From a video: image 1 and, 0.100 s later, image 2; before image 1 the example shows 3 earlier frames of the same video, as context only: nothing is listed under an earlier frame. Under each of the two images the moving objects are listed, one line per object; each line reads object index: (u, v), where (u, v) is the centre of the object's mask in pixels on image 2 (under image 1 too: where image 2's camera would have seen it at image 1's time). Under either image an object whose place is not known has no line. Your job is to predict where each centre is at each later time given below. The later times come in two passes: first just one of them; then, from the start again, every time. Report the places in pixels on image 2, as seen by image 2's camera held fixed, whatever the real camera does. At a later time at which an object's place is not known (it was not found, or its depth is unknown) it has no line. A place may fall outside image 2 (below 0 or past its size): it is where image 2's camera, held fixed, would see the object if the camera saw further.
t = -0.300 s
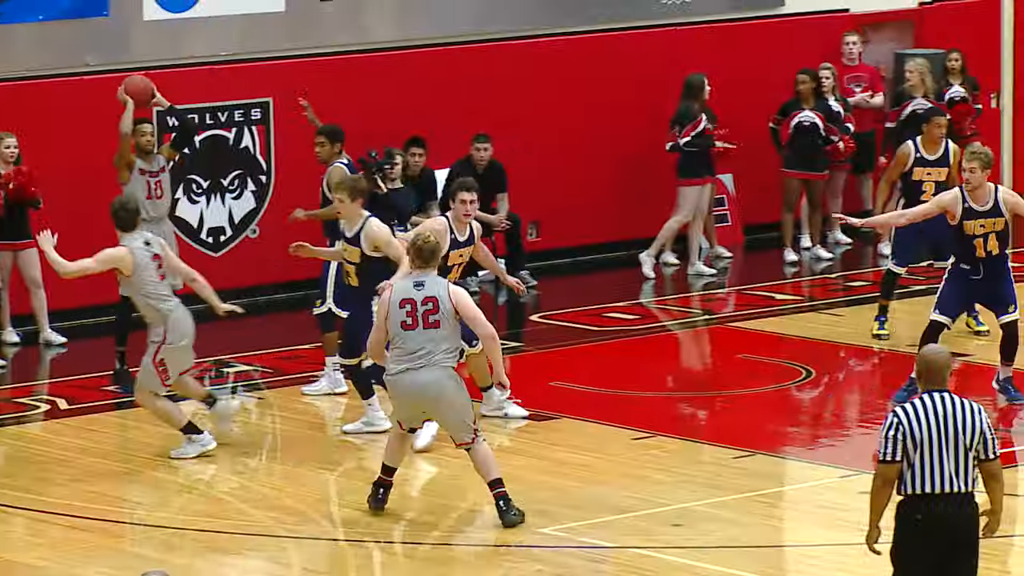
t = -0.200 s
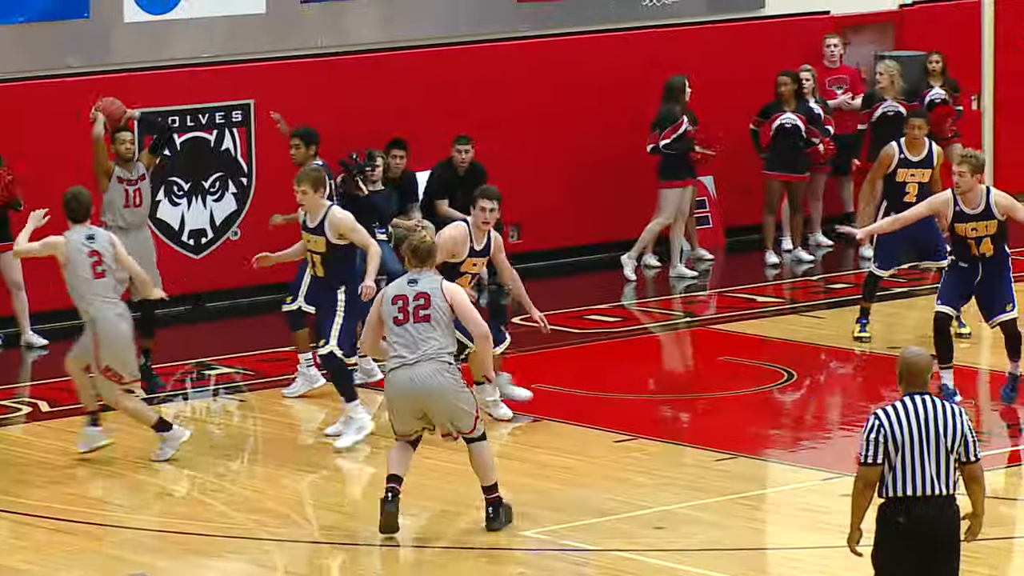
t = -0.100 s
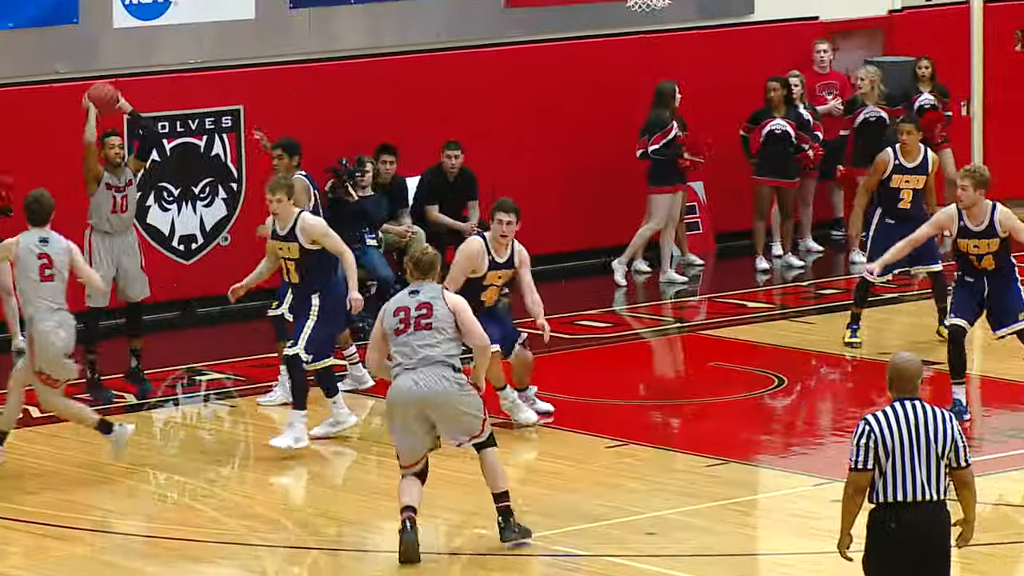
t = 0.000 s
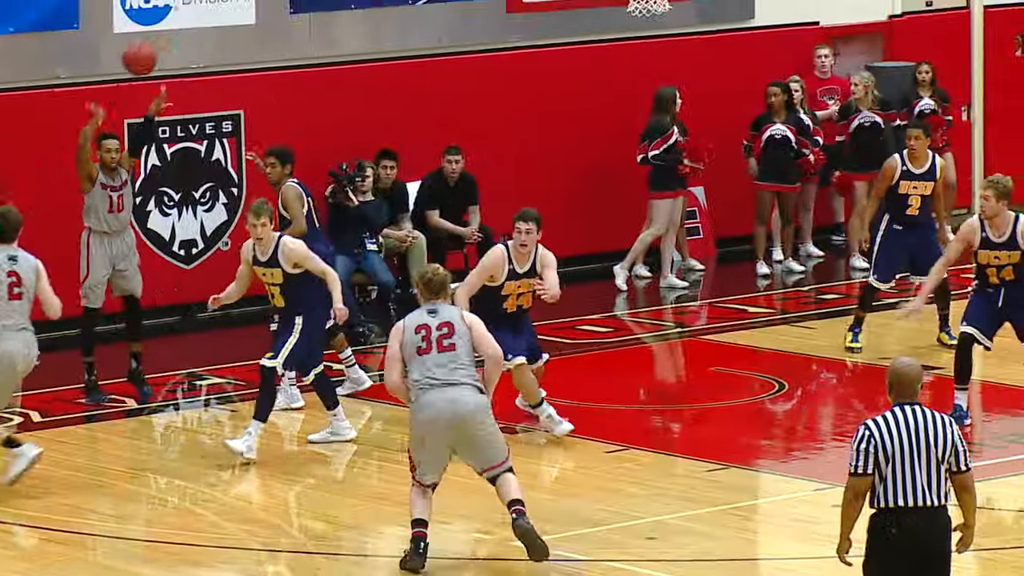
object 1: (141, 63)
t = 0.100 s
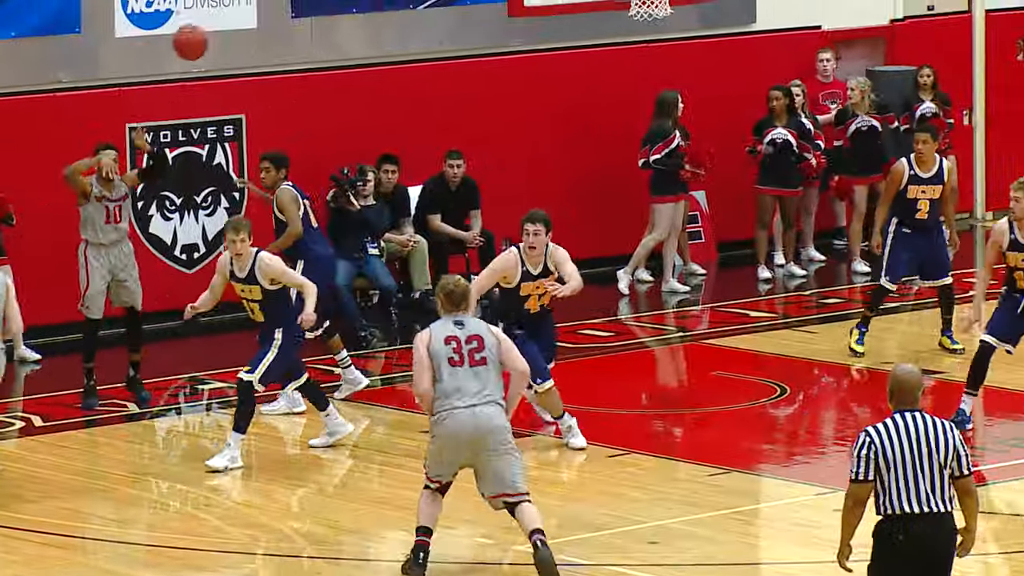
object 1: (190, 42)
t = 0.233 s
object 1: (260, 39)
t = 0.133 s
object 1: (207, 39)
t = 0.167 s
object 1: (225, 37)
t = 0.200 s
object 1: (242, 37)
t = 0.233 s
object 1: (260, 39)
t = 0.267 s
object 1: (278, 42)
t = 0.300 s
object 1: (297, 45)
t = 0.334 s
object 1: (316, 53)
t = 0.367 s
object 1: (336, 62)
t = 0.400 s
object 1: (355, 73)
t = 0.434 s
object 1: (375, 84)
